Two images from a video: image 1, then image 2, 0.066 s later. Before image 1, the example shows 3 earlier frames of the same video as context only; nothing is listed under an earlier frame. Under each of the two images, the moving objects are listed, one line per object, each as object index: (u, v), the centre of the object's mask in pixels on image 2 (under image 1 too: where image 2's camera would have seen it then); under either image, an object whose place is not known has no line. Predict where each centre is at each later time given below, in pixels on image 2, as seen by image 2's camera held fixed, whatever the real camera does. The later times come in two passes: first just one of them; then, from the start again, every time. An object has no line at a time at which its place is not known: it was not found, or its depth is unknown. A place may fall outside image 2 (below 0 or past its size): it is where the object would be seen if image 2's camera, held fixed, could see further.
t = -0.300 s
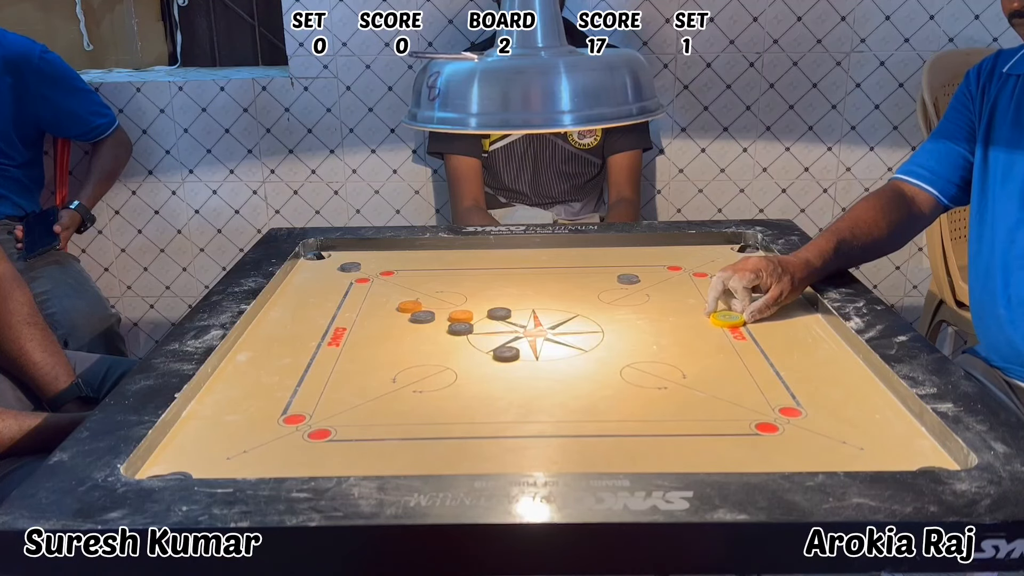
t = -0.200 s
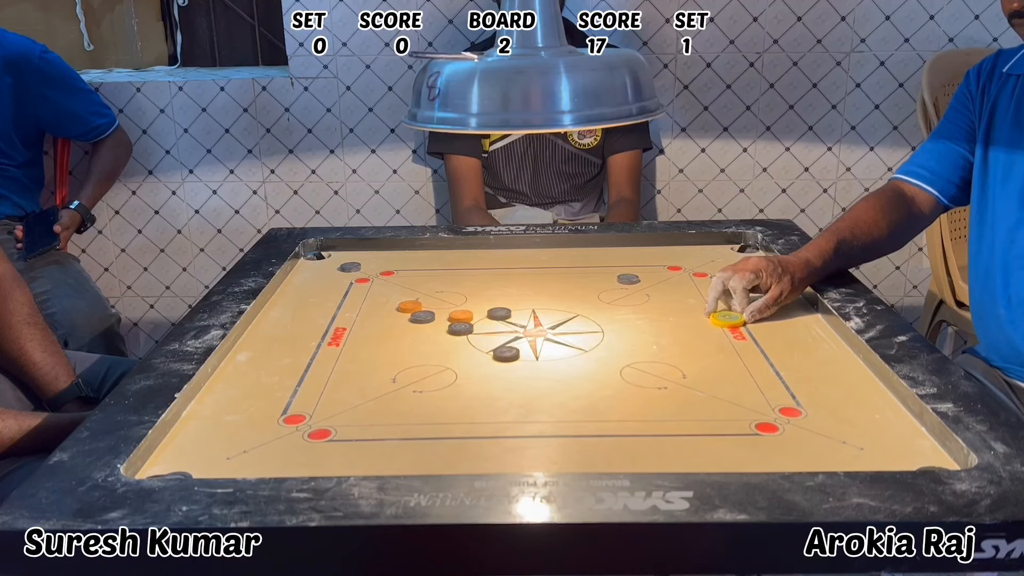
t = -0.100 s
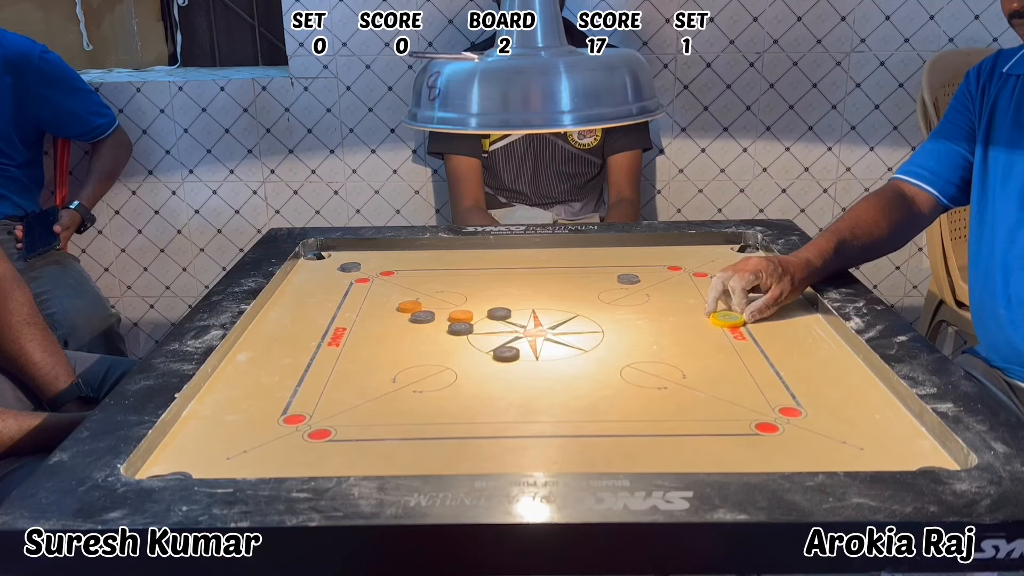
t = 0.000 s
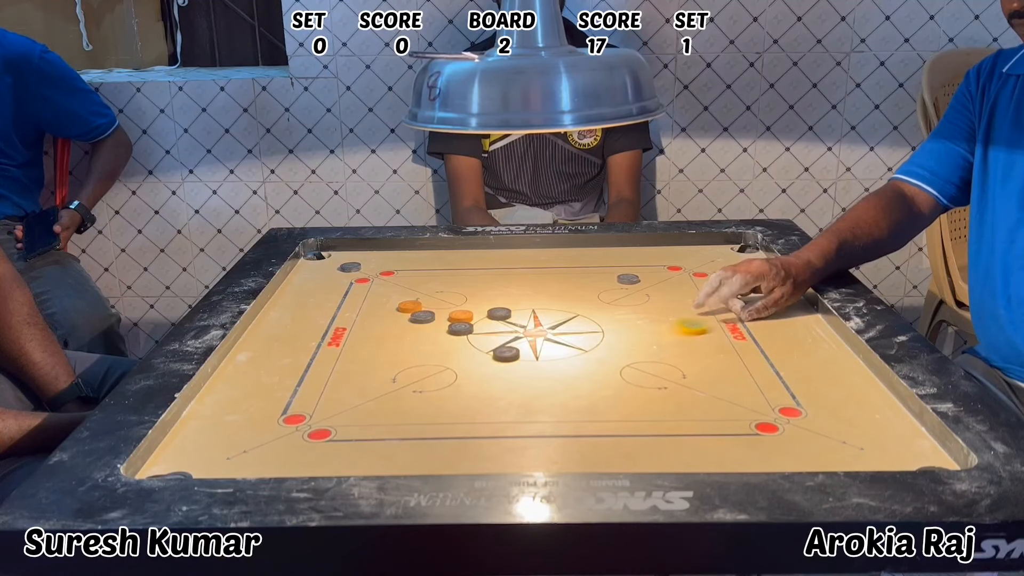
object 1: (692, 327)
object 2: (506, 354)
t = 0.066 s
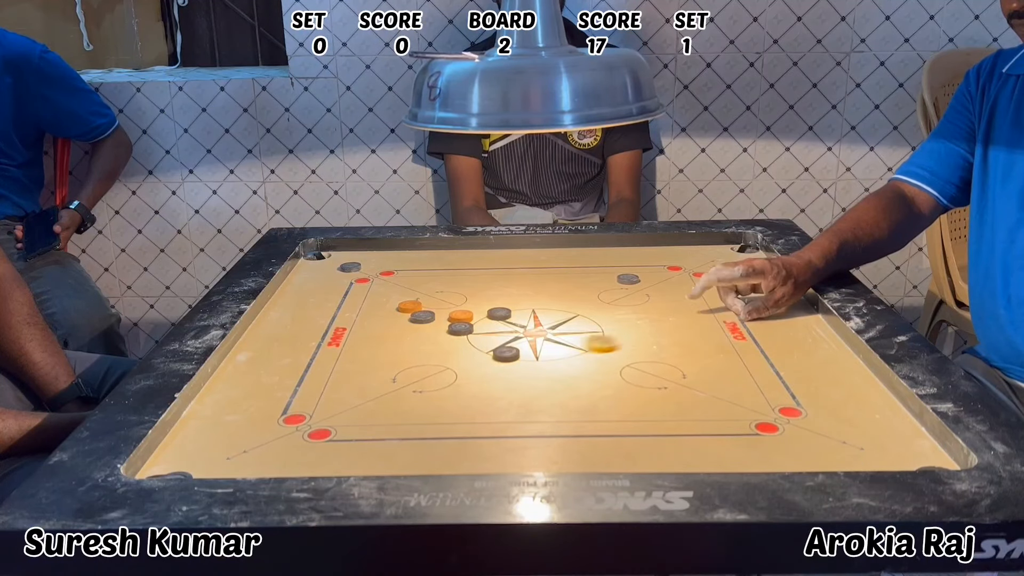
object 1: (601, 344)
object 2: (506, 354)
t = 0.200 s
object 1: (470, 379)
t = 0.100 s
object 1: (553, 353)
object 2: (506, 354)
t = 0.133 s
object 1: (520, 362)
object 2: (462, 354)
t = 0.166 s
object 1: (495, 371)
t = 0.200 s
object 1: (470, 379)
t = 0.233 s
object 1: (444, 388)
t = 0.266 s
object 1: (418, 398)
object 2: (241, 359)
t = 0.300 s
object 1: (392, 407)
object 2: (286, 359)
